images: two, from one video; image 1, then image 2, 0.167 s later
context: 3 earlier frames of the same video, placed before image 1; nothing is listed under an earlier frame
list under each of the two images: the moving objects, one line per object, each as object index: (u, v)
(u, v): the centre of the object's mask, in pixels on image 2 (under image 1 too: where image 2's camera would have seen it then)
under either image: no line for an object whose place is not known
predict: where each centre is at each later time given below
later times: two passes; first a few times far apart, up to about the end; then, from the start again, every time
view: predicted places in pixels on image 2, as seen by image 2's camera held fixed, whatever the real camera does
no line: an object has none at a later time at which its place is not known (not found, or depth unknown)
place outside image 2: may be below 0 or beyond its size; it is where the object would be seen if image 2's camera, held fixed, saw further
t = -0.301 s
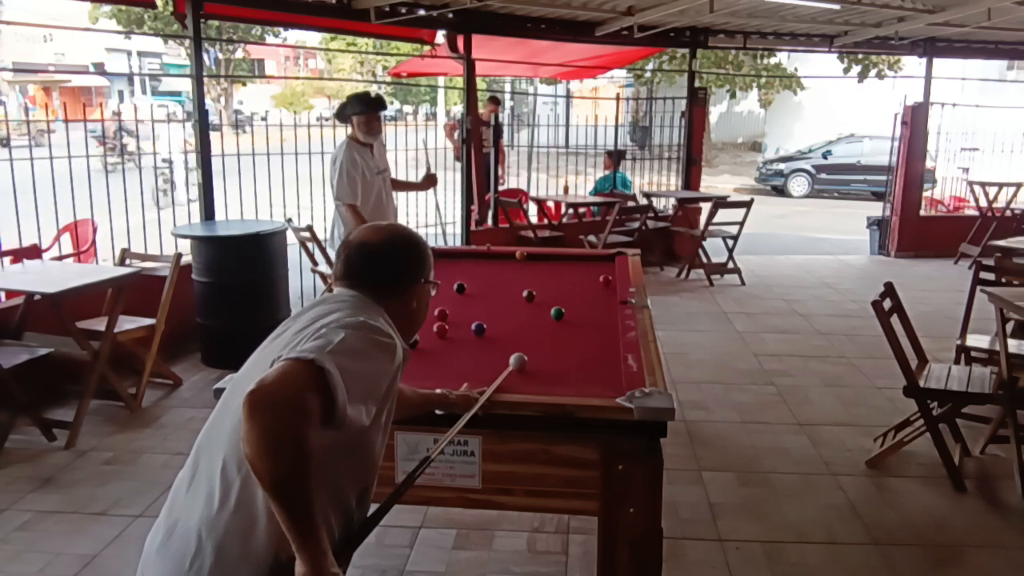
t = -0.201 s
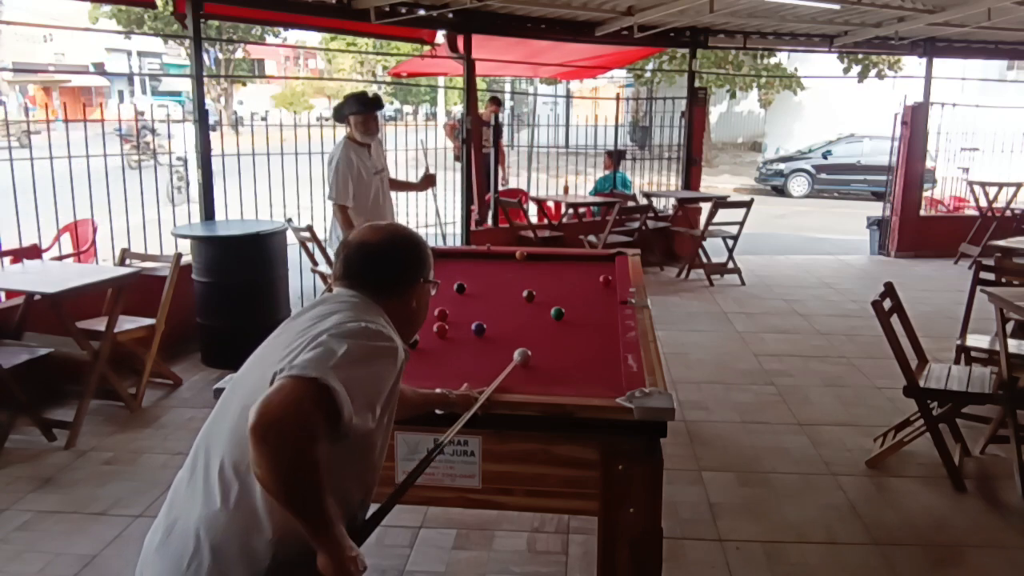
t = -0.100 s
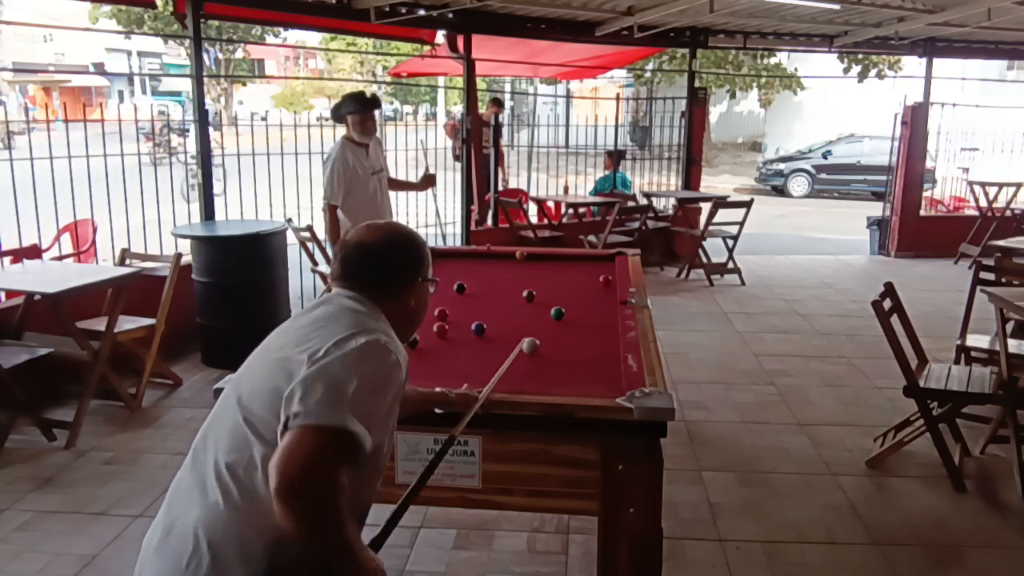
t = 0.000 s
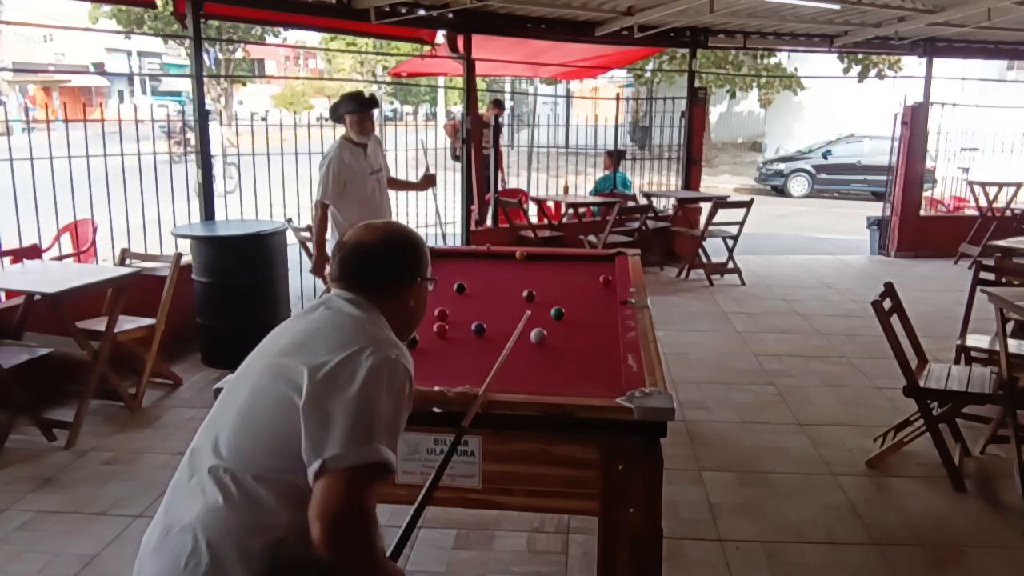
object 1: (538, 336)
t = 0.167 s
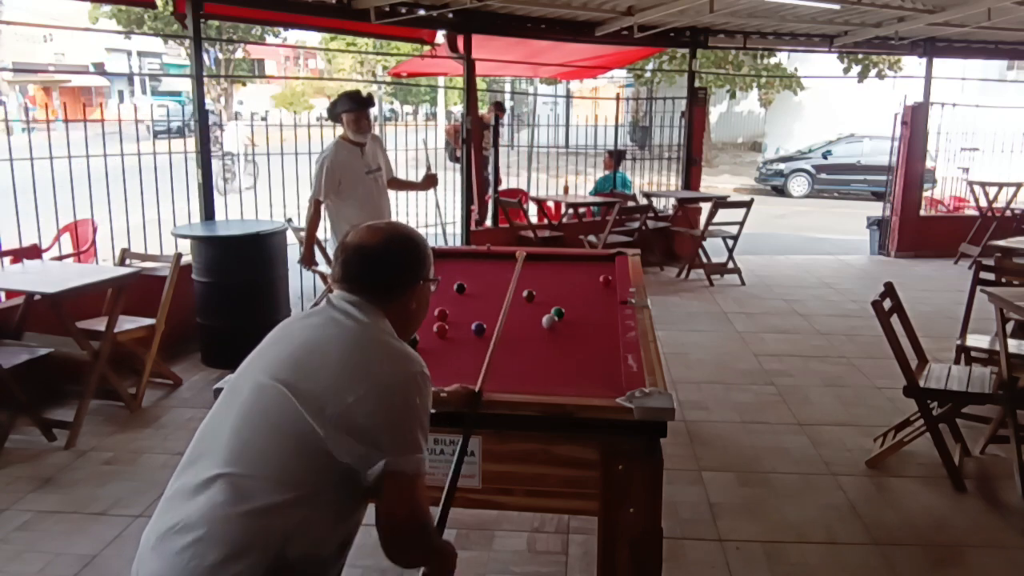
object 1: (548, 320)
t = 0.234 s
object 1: (551, 316)
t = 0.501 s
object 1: (555, 309)
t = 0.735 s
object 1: (557, 304)
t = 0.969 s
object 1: (559, 299)
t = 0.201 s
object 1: (549, 318)
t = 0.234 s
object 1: (551, 316)
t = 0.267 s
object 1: (552, 315)
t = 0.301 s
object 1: (553, 314)
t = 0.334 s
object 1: (553, 313)
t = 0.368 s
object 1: (553, 312)
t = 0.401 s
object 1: (554, 312)
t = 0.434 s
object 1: (554, 311)
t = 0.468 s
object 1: (554, 310)
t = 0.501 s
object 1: (555, 309)
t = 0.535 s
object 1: (555, 308)
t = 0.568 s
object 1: (556, 308)
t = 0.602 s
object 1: (556, 307)
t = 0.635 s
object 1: (556, 306)
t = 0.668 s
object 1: (557, 305)
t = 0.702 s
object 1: (557, 305)
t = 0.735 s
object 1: (557, 304)
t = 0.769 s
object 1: (558, 303)
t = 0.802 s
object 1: (558, 303)
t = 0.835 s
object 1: (558, 302)
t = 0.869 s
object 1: (559, 301)
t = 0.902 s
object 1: (559, 301)
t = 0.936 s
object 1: (559, 300)
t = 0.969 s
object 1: (559, 299)
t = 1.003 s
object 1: (560, 299)
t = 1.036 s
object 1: (560, 298)
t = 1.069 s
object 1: (560, 298)
